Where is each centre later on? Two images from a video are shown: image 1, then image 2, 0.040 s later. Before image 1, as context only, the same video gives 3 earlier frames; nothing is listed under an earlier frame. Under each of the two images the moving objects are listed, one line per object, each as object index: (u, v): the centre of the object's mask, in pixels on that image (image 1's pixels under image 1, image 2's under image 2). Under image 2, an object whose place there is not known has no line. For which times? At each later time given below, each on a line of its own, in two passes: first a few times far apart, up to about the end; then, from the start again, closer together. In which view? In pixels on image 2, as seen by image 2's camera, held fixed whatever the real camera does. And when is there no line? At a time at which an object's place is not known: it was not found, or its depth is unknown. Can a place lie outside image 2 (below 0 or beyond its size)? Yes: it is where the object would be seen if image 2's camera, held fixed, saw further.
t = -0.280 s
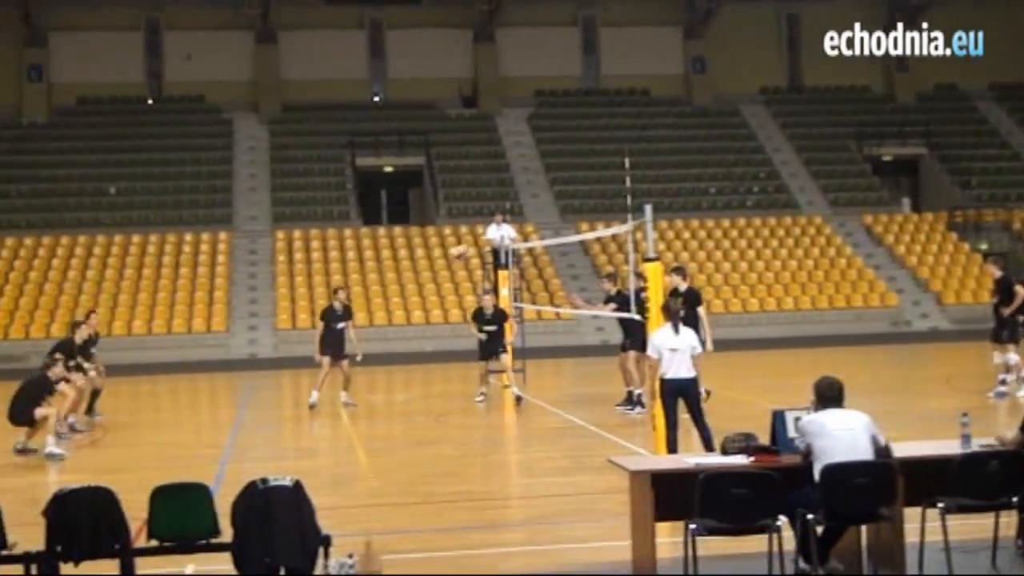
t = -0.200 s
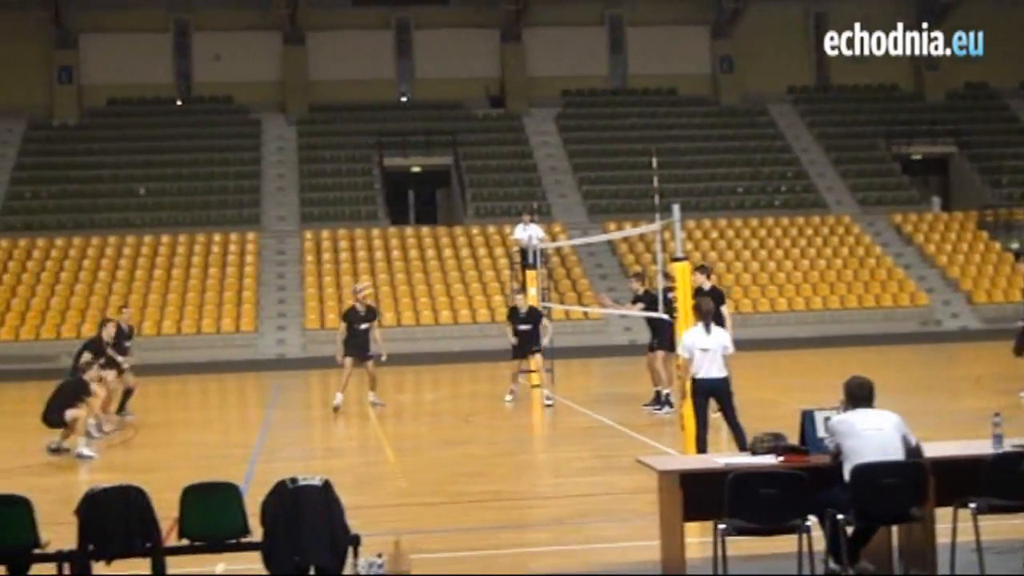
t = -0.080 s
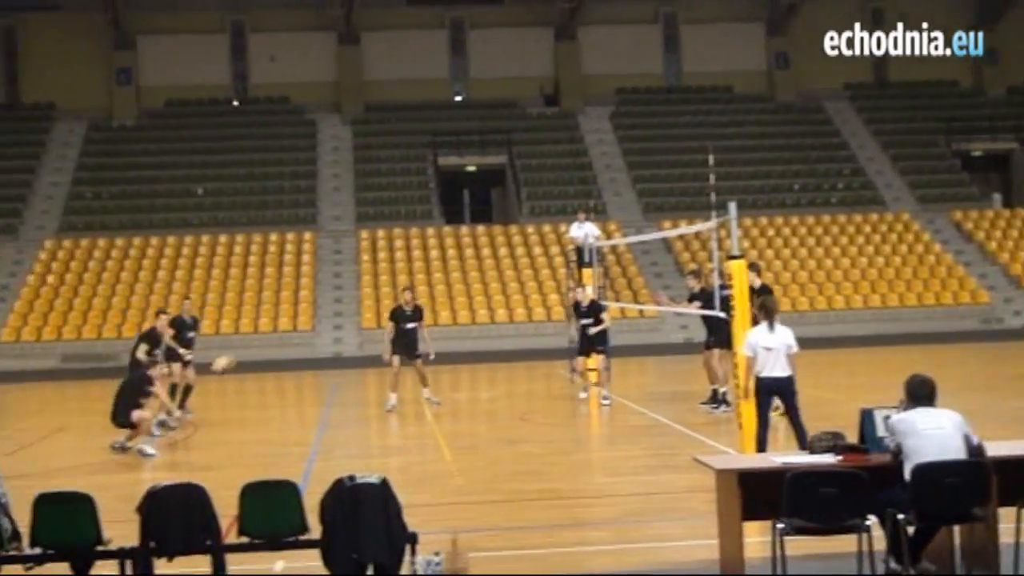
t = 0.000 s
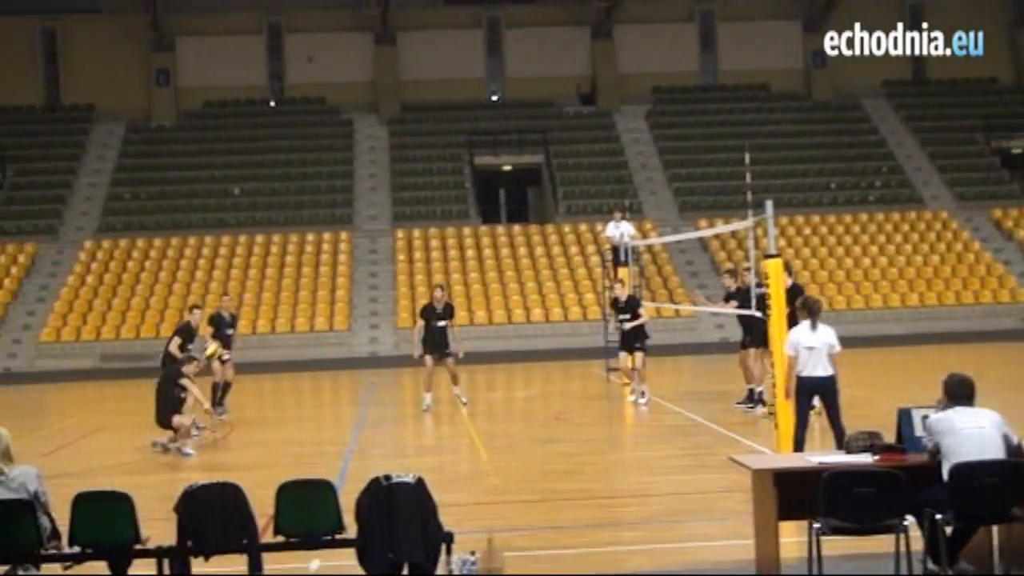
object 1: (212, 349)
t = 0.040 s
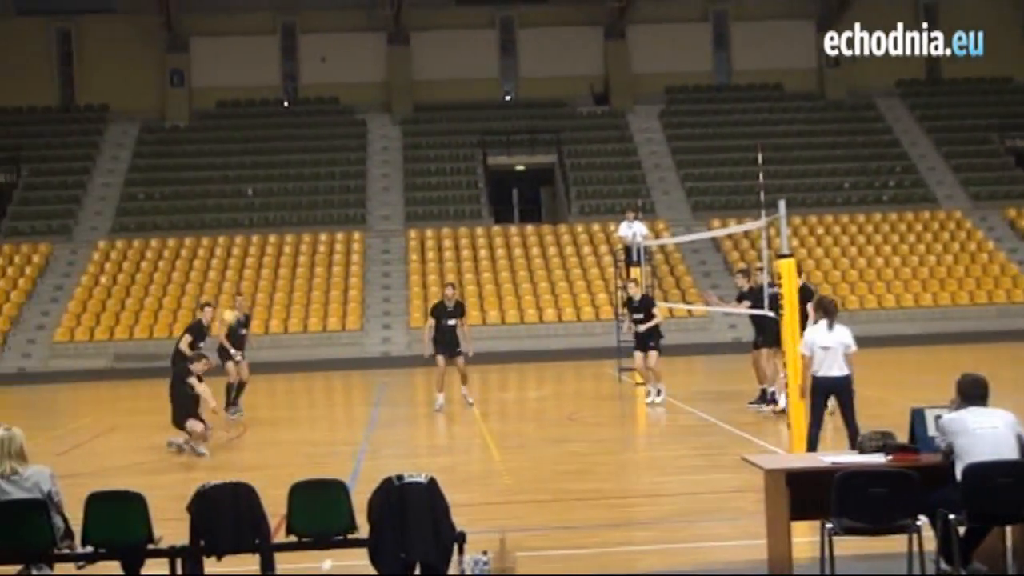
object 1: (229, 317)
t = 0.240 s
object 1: (248, 186)
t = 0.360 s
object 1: (256, 127)
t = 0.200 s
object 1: (244, 209)
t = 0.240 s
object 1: (248, 186)
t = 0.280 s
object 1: (252, 164)
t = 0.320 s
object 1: (256, 146)
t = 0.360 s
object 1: (256, 127)
